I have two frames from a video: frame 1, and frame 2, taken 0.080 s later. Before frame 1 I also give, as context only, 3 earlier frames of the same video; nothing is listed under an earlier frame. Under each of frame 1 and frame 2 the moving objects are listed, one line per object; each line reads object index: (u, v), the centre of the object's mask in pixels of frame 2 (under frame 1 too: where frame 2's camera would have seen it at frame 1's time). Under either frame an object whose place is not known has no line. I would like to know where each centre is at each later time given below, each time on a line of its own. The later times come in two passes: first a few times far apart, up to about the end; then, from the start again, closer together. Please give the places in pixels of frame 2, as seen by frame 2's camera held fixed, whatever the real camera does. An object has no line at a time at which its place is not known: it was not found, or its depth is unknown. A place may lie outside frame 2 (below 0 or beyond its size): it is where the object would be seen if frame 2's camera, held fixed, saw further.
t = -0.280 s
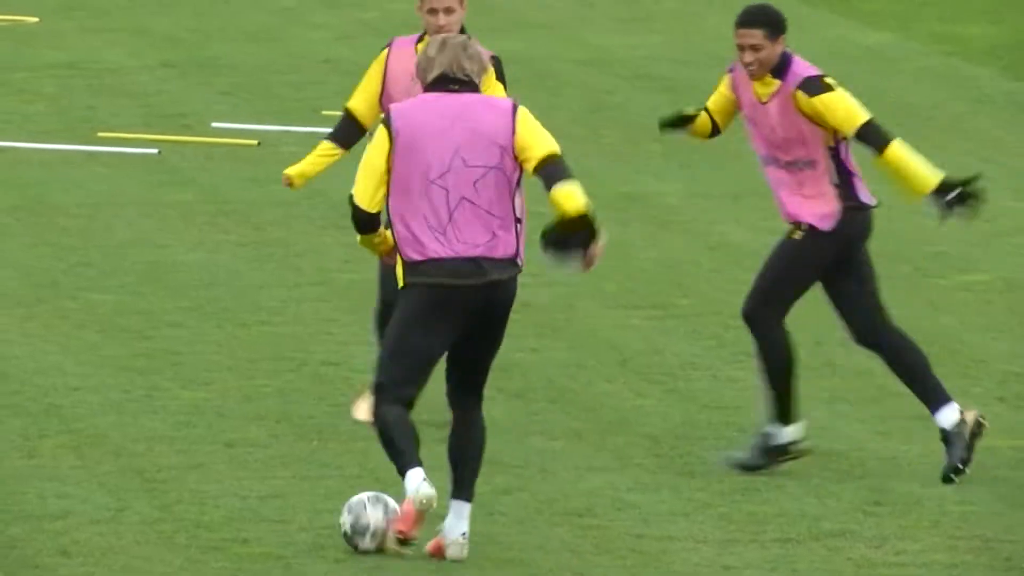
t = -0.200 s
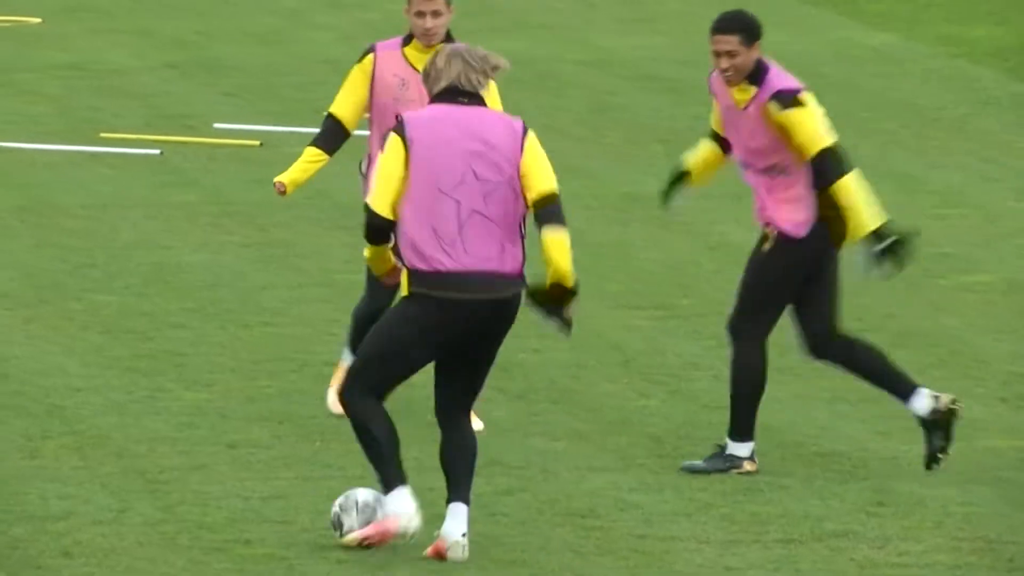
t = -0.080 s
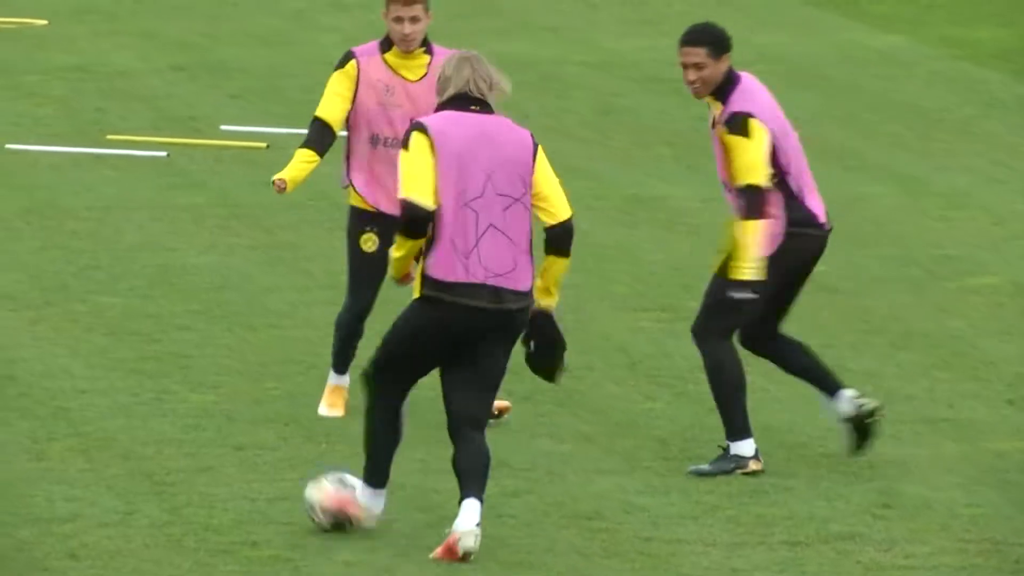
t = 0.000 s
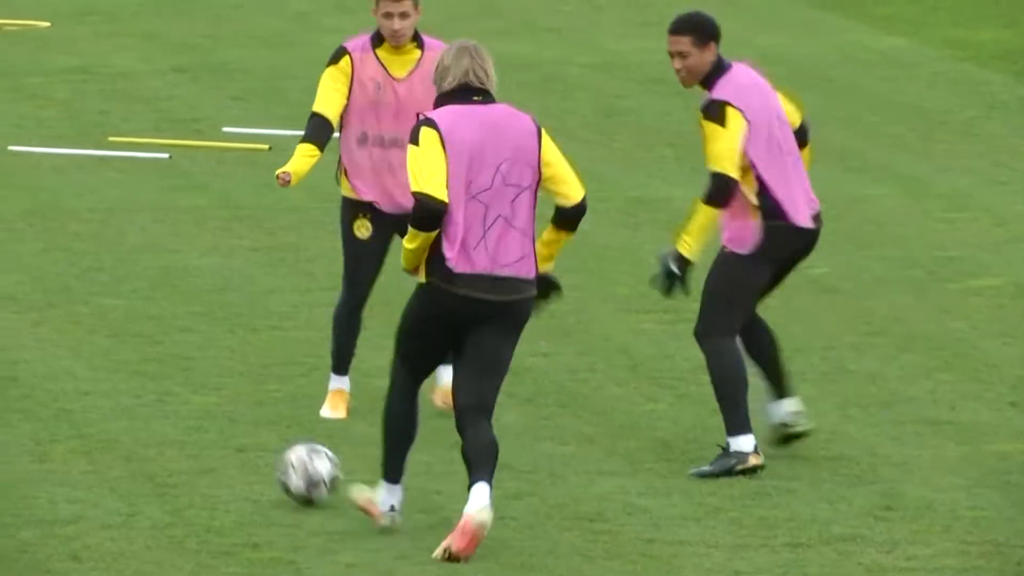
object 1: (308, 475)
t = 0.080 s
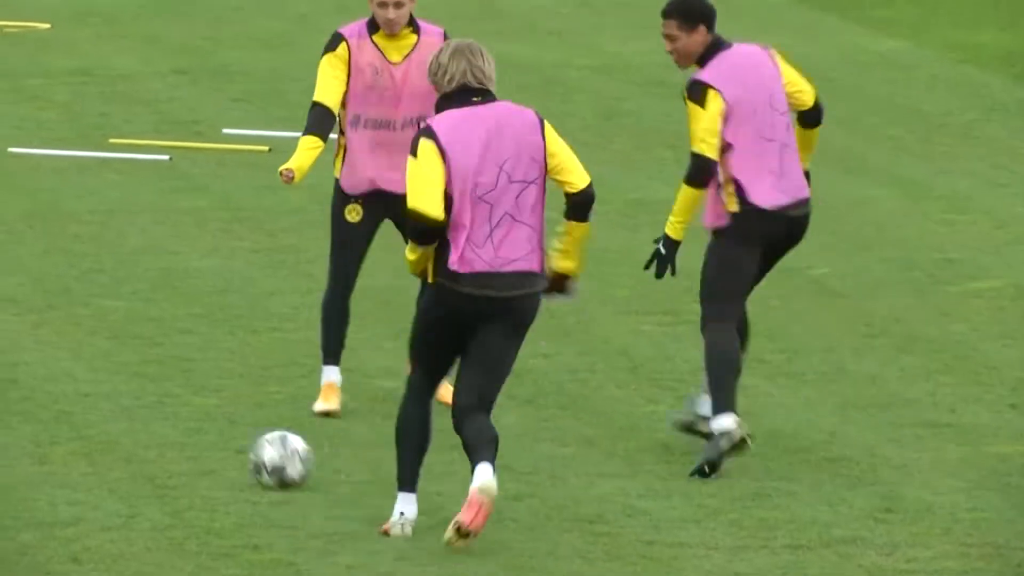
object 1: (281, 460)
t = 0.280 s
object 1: (216, 403)
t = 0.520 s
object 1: (149, 365)
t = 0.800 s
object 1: (86, 321)
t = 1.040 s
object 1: (54, 292)
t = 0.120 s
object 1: (267, 446)
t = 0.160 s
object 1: (253, 428)
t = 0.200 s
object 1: (241, 415)
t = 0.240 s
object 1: (228, 407)
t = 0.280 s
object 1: (216, 403)
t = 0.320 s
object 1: (203, 403)
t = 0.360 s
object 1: (192, 391)
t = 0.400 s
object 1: (181, 379)
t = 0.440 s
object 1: (170, 373)
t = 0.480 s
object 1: (160, 371)
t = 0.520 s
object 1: (149, 365)
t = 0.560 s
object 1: (139, 352)
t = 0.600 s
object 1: (130, 342)
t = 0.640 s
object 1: (121, 338)
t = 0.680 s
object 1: (112, 337)
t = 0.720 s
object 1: (102, 334)
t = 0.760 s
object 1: (94, 326)
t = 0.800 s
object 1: (86, 321)
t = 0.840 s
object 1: (78, 318)
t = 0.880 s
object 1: (70, 313)
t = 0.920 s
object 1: (63, 308)
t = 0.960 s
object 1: (58, 304)
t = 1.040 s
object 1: (54, 292)
